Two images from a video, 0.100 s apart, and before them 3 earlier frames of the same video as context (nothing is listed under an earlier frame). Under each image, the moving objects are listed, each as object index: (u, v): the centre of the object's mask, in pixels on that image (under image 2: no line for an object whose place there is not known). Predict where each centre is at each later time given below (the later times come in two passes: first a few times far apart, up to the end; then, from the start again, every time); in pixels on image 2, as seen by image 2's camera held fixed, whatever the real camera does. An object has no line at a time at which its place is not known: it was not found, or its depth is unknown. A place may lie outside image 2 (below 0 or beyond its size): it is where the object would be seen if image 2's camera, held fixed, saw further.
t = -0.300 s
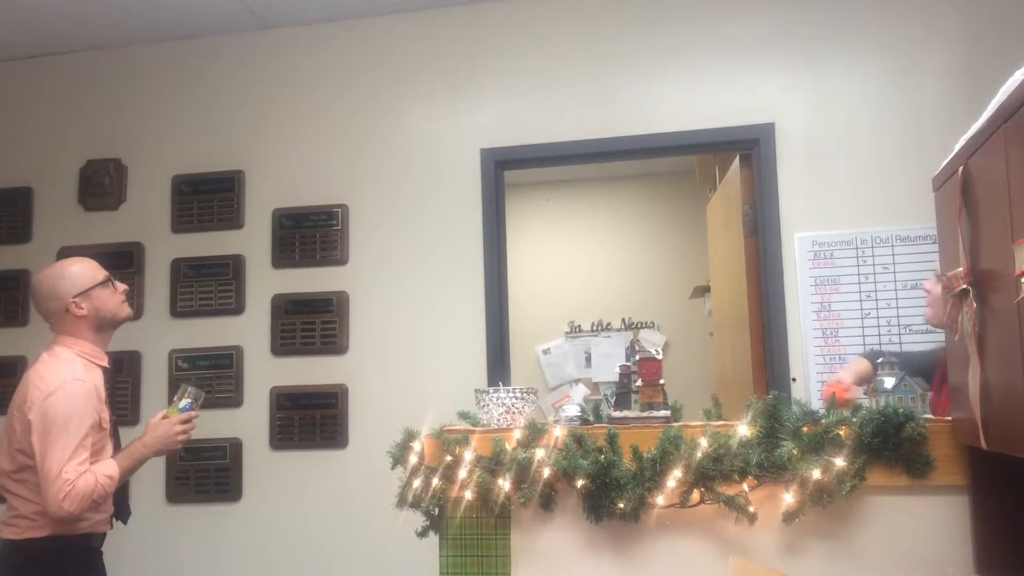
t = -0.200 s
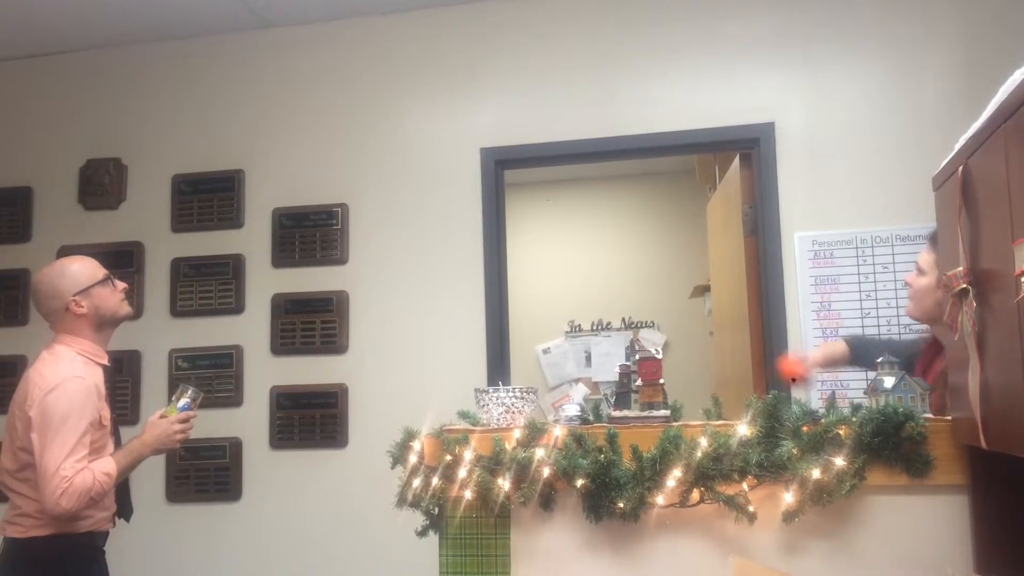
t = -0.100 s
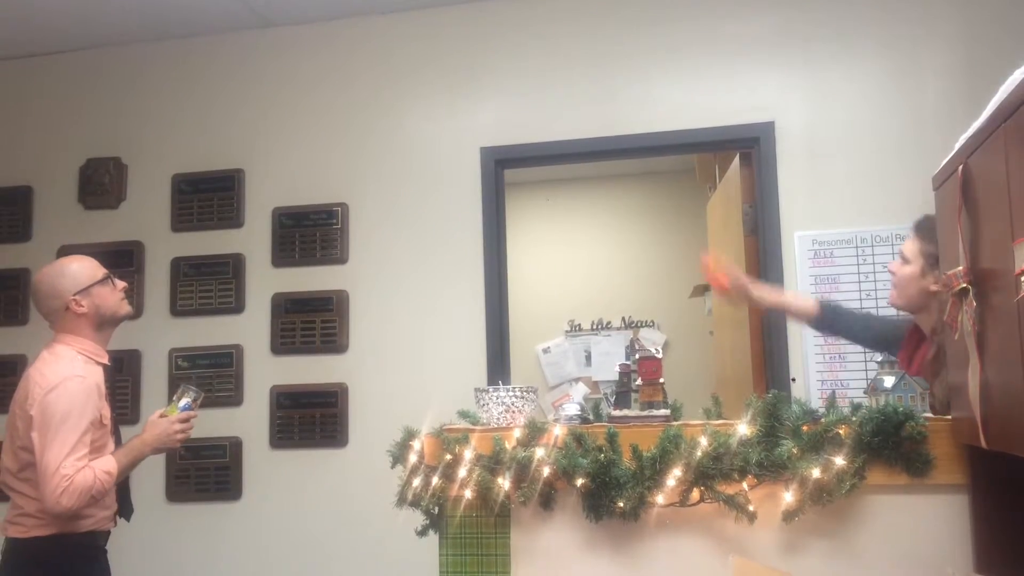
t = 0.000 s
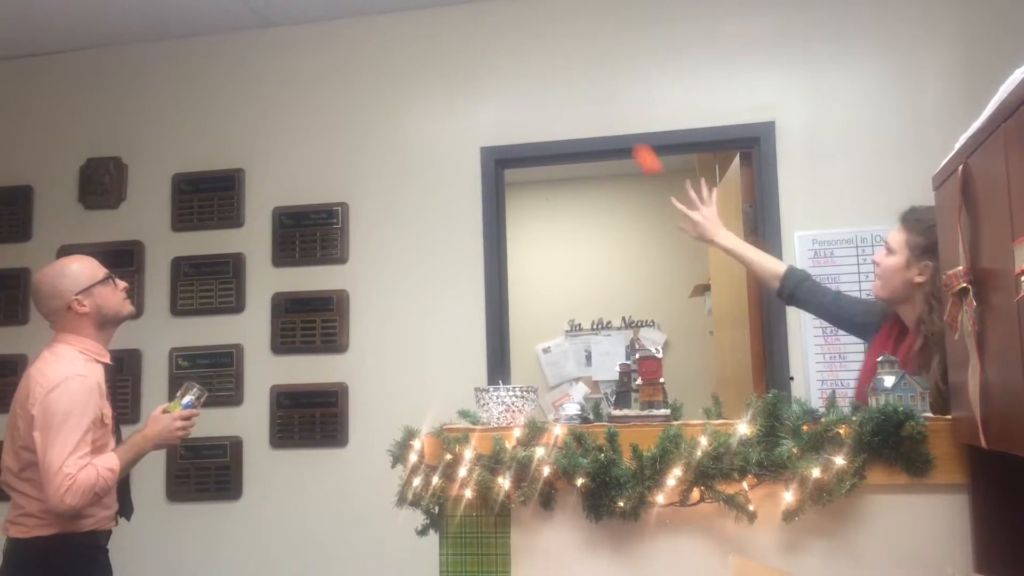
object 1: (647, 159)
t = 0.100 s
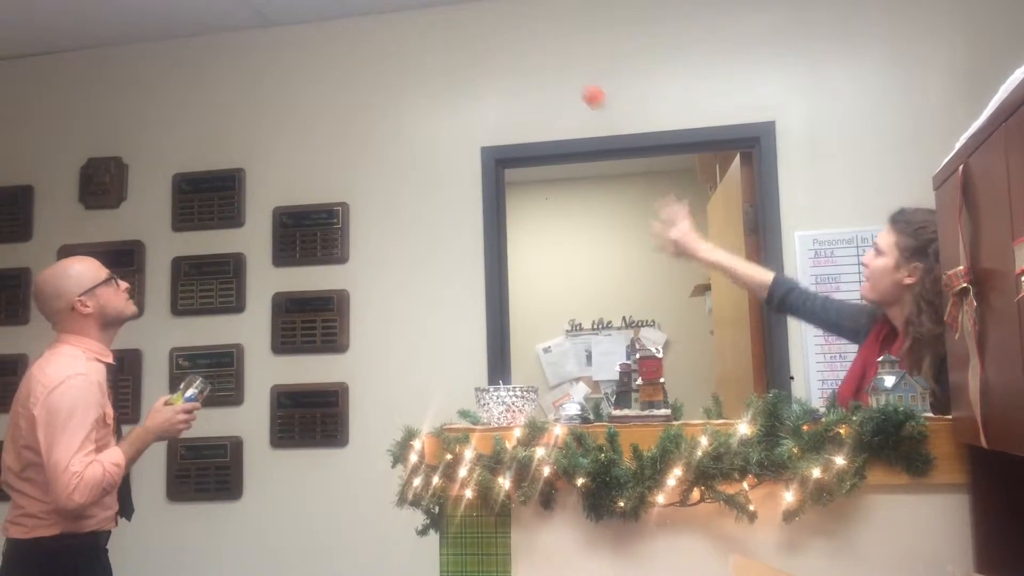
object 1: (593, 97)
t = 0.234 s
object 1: (536, 67)
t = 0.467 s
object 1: (449, 94)
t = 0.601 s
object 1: (393, 167)
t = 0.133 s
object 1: (578, 83)
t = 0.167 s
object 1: (563, 74)
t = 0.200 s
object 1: (549, 69)
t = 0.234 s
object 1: (536, 67)
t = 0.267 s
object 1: (523, 69)
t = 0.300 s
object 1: (512, 73)
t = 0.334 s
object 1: (501, 77)
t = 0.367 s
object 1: (488, 77)
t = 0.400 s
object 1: (475, 79)
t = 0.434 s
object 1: (461, 85)
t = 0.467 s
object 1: (449, 94)
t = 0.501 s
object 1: (435, 106)
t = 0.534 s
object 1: (421, 123)
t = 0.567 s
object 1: (407, 143)
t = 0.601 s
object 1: (393, 167)
